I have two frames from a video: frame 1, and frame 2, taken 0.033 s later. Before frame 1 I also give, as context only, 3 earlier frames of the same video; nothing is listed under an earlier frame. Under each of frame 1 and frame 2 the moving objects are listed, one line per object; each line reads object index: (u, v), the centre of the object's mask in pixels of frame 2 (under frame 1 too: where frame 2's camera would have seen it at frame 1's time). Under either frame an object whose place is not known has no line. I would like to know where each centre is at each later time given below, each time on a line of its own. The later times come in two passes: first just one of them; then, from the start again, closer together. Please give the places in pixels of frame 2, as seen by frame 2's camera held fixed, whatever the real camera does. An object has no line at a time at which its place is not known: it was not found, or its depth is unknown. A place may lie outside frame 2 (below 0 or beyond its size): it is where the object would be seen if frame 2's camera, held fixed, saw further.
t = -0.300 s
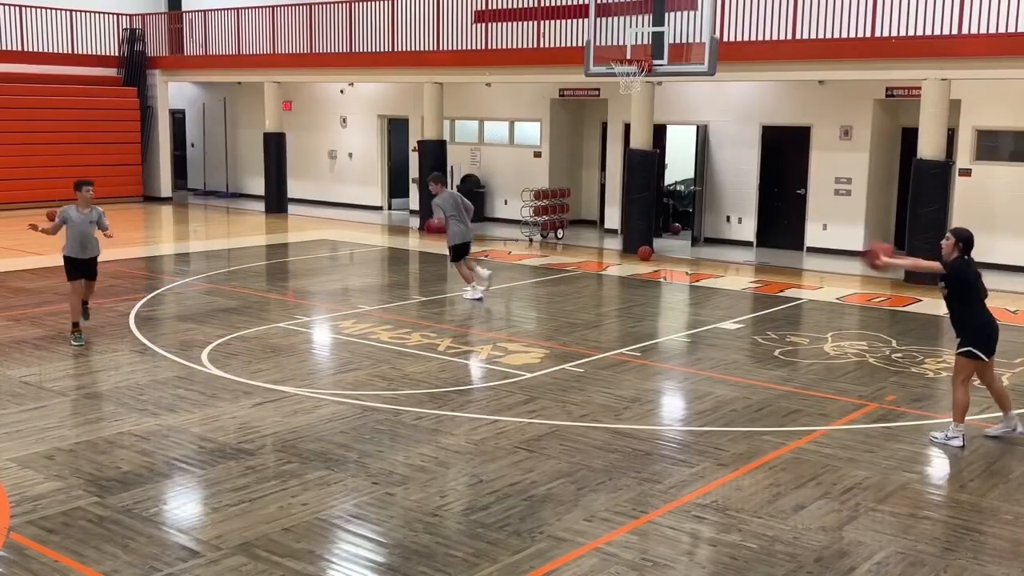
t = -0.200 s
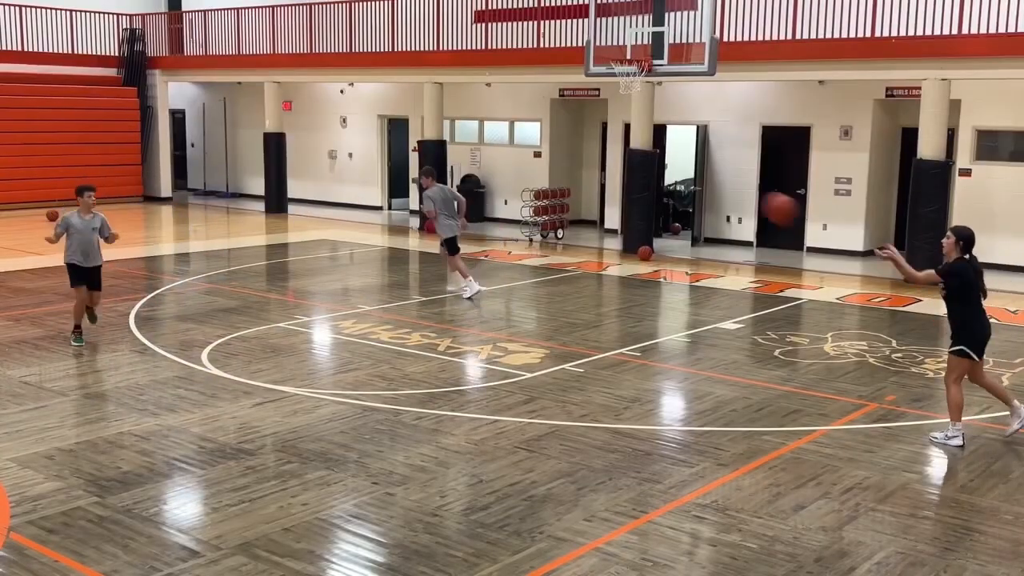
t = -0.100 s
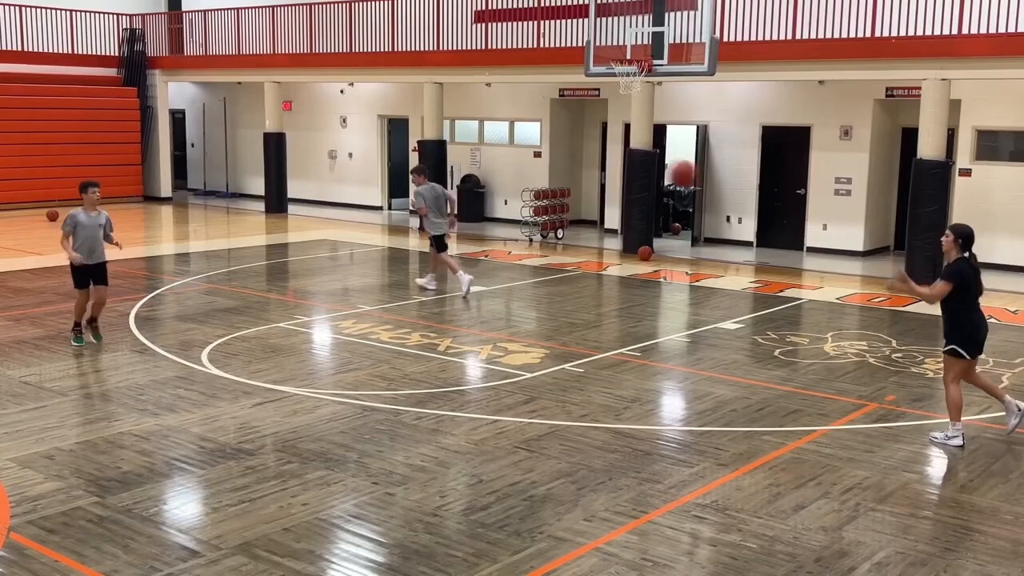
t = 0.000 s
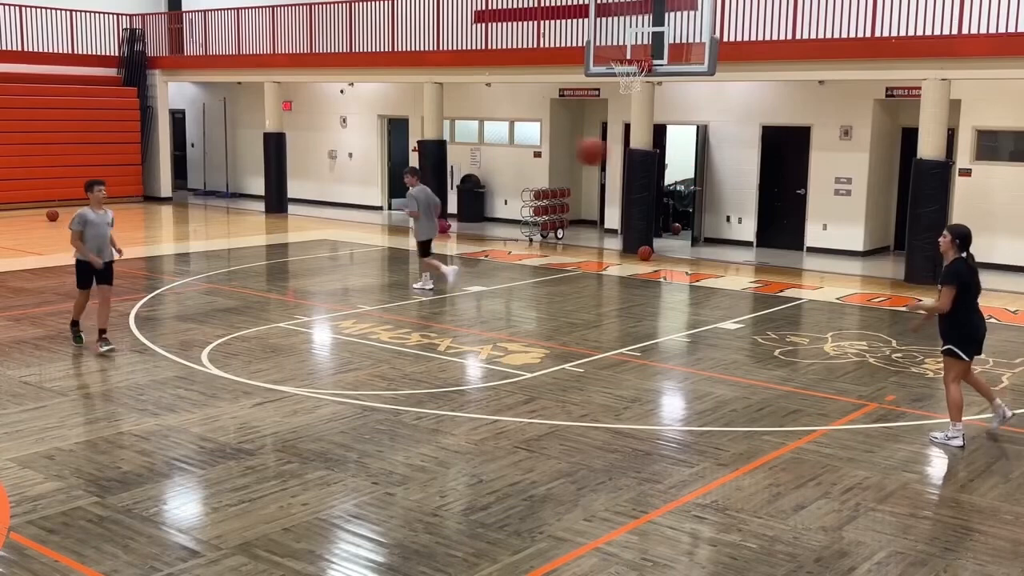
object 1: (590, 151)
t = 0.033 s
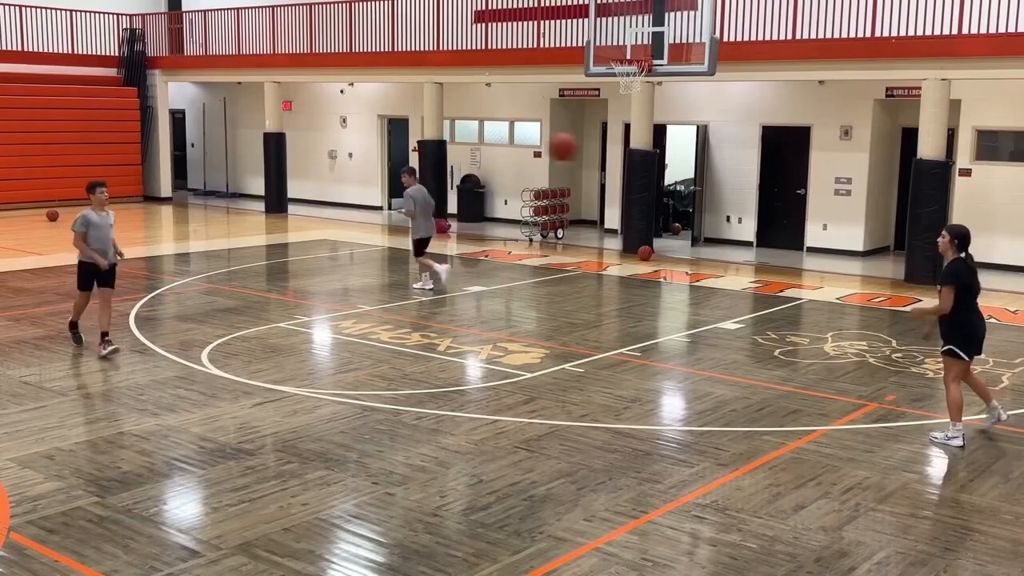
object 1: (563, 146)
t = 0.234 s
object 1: (397, 145)
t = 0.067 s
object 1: (534, 144)
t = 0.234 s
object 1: (397, 145)
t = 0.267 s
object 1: (371, 148)
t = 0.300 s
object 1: (345, 153)
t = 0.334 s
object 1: (320, 159)
